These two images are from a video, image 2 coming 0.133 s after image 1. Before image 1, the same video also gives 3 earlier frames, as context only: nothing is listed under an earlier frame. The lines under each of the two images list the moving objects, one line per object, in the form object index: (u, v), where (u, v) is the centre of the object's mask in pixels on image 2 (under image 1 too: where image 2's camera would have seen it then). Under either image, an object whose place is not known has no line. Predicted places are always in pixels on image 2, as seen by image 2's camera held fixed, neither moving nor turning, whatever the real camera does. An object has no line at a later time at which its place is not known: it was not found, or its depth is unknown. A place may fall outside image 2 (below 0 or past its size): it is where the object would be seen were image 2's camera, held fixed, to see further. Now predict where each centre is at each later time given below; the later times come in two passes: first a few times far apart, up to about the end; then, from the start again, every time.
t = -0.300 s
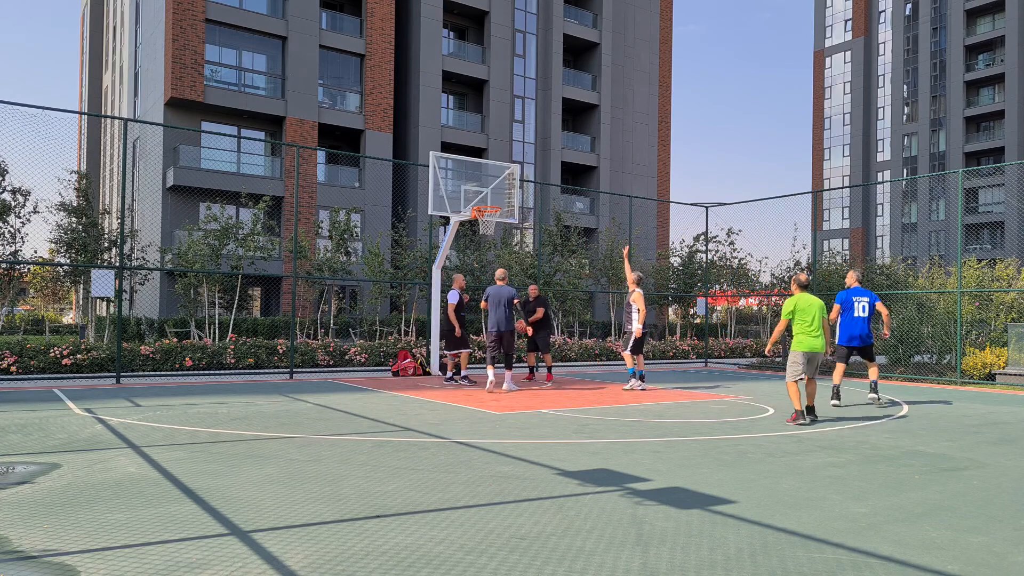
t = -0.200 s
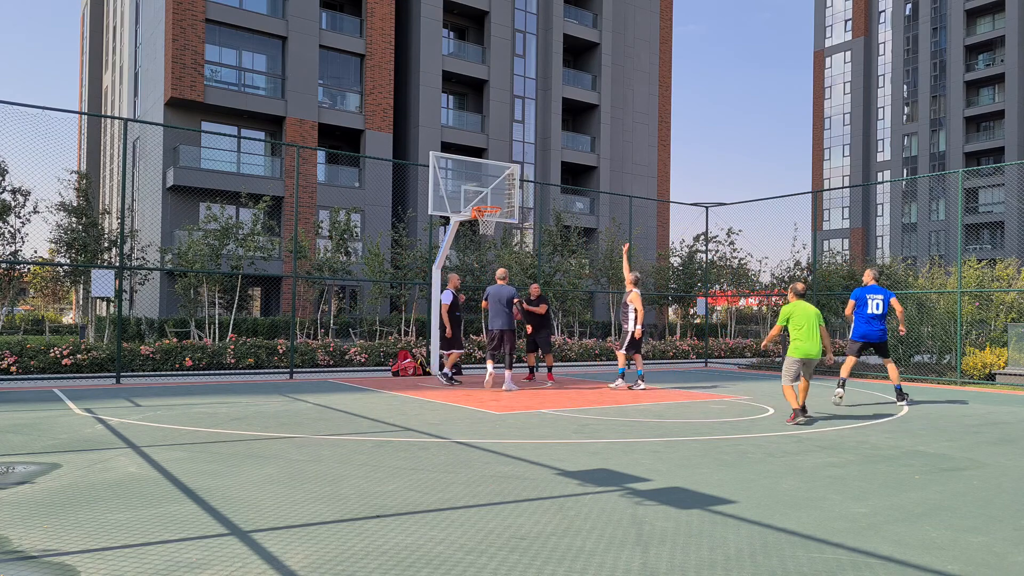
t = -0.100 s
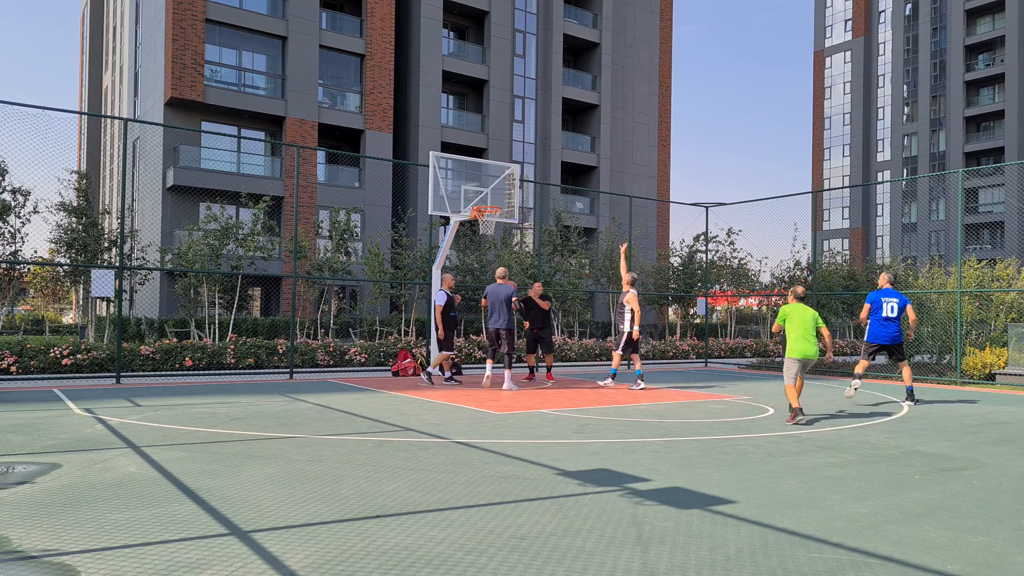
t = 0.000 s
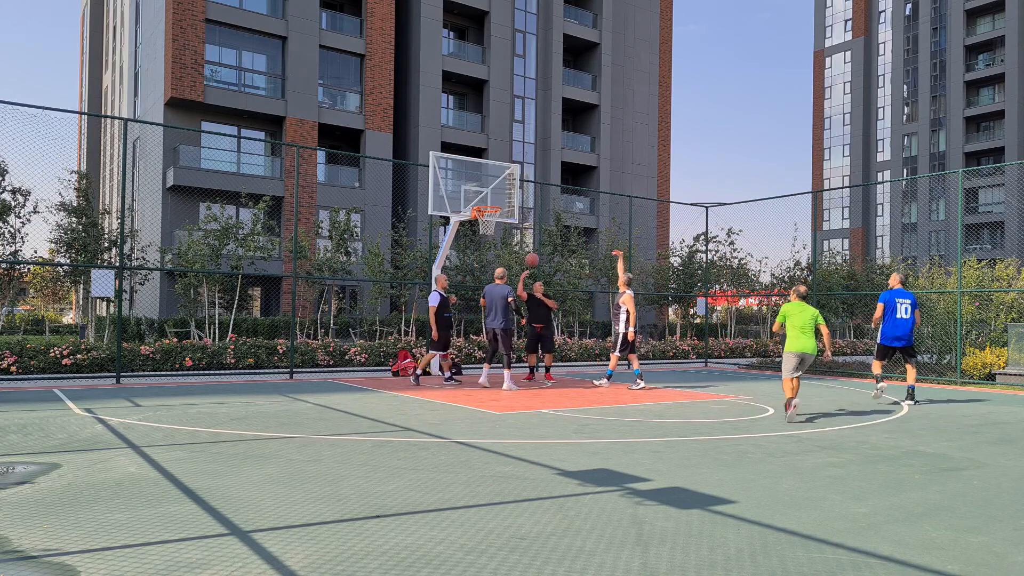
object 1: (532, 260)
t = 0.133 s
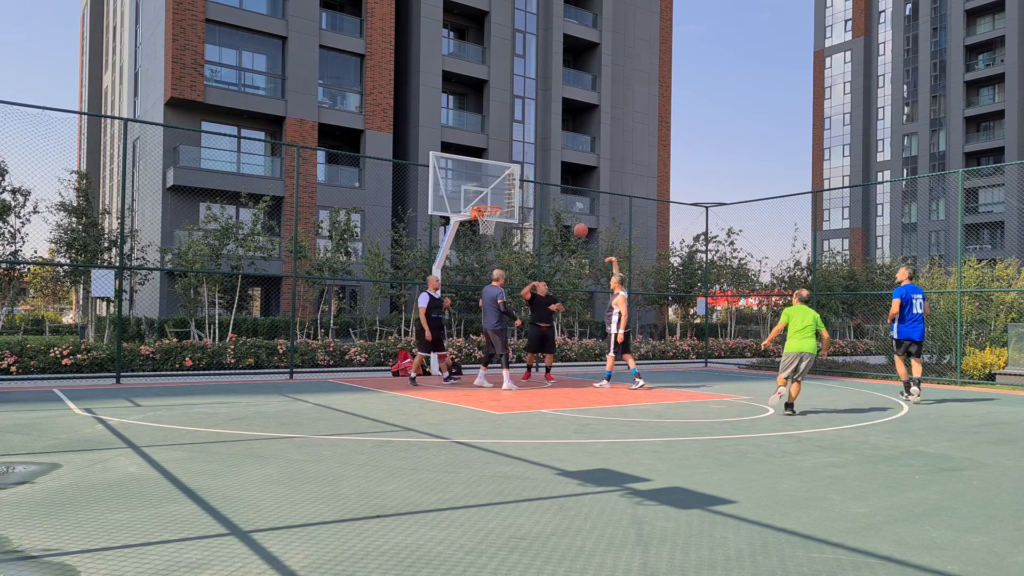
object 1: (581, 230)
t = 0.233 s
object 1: (617, 214)
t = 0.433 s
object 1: (689, 199)
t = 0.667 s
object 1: (772, 208)
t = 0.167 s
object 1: (593, 224)
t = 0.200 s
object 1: (605, 219)
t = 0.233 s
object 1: (617, 214)
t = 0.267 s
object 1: (629, 210)
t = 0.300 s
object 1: (641, 207)
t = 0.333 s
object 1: (652, 204)
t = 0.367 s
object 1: (665, 201)
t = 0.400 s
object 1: (677, 200)
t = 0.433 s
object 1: (689, 199)
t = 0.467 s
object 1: (701, 198)
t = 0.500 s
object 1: (713, 198)
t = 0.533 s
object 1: (724, 199)
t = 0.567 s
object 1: (736, 200)
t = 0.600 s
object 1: (748, 202)
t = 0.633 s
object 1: (760, 205)
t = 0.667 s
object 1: (772, 208)
